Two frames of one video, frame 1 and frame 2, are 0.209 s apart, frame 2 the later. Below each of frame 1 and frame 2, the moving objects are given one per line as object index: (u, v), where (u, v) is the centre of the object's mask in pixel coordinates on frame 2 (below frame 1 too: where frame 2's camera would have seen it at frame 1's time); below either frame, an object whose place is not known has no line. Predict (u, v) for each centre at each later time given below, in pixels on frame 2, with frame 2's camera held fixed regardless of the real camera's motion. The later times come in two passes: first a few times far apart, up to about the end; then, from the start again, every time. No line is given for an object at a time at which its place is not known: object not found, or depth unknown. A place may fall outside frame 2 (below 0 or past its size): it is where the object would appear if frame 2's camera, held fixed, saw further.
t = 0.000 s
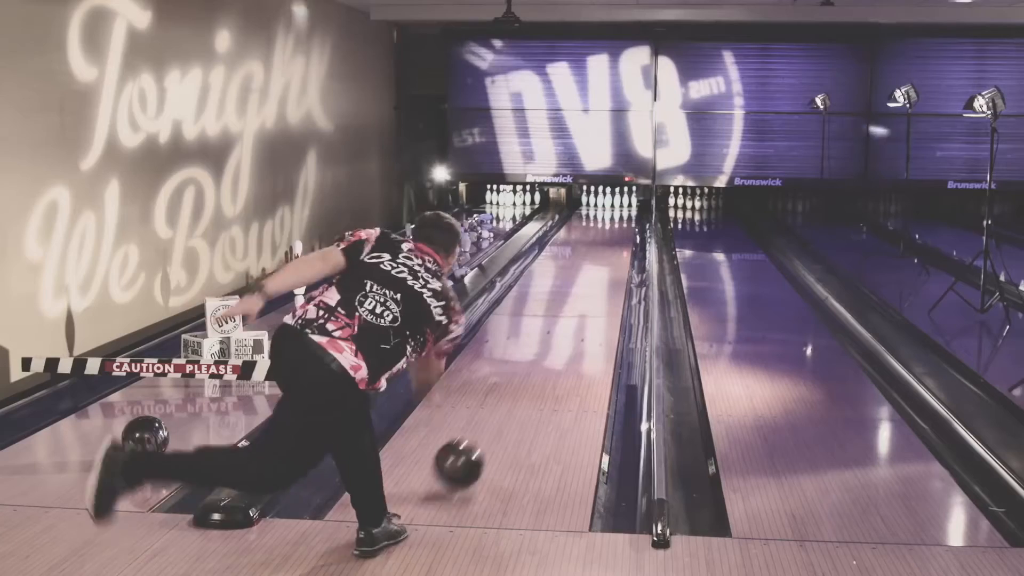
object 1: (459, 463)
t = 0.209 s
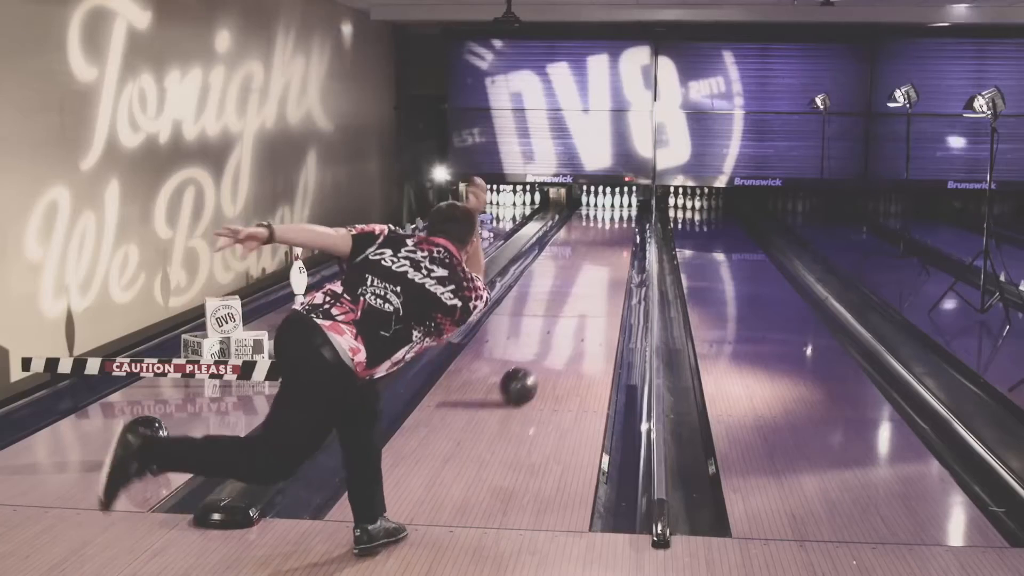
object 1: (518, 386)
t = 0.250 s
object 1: (527, 375)
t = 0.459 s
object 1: (560, 327)
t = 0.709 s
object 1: (586, 289)
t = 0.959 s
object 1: (603, 263)
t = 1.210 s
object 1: (614, 244)
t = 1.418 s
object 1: (620, 231)
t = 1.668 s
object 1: (623, 220)
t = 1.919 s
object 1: (619, 210)
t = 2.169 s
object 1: (613, 204)
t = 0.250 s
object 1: (527, 375)
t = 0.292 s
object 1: (535, 363)
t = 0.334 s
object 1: (542, 353)
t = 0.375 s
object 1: (548, 344)
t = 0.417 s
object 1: (554, 335)
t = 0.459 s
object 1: (560, 327)
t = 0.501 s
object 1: (565, 320)
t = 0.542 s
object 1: (570, 313)
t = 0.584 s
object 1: (575, 306)
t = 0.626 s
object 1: (579, 300)
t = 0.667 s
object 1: (583, 294)
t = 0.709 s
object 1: (586, 289)
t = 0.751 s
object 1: (590, 284)
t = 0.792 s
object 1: (593, 279)
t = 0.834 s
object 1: (596, 275)
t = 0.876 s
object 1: (598, 270)
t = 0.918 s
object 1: (601, 266)
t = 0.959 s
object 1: (603, 263)
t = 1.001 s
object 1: (605, 259)
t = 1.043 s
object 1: (607, 256)
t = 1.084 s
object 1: (609, 253)
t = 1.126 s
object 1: (611, 250)
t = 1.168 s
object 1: (613, 247)
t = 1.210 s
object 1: (614, 244)
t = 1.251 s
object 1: (616, 241)
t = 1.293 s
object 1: (617, 238)
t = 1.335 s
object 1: (618, 236)
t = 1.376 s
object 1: (620, 233)
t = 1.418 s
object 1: (620, 231)
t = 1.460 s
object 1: (621, 229)
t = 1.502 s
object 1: (622, 227)
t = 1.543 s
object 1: (622, 225)
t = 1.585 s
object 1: (623, 223)
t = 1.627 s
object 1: (623, 221)
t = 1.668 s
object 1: (623, 220)
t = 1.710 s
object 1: (623, 218)
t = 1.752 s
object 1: (623, 216)
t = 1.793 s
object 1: (623, 215)
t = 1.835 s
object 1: (621, 213)
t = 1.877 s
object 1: (620, 211)
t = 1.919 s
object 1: (619, 210)
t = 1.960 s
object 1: (618, 209)
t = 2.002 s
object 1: (617, 208)
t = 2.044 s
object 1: (616, 206)
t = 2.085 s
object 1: (614, 205)
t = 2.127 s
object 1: (613, 204)
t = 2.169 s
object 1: (613, 204)
